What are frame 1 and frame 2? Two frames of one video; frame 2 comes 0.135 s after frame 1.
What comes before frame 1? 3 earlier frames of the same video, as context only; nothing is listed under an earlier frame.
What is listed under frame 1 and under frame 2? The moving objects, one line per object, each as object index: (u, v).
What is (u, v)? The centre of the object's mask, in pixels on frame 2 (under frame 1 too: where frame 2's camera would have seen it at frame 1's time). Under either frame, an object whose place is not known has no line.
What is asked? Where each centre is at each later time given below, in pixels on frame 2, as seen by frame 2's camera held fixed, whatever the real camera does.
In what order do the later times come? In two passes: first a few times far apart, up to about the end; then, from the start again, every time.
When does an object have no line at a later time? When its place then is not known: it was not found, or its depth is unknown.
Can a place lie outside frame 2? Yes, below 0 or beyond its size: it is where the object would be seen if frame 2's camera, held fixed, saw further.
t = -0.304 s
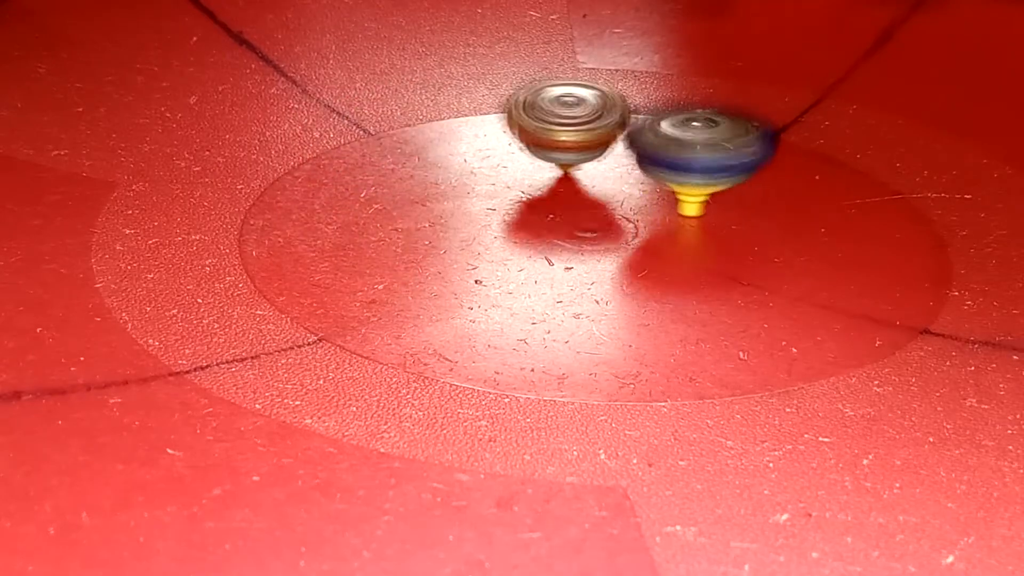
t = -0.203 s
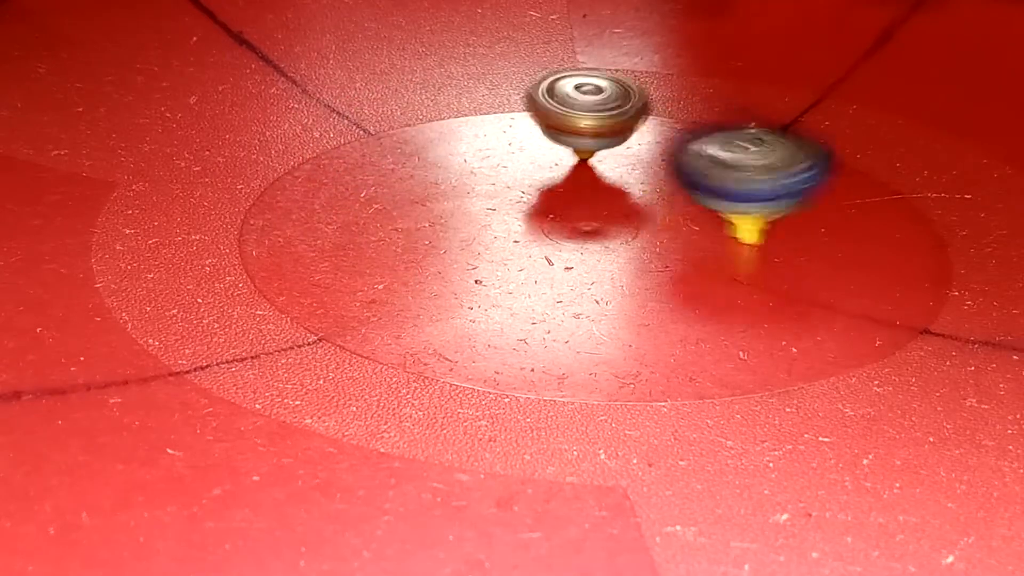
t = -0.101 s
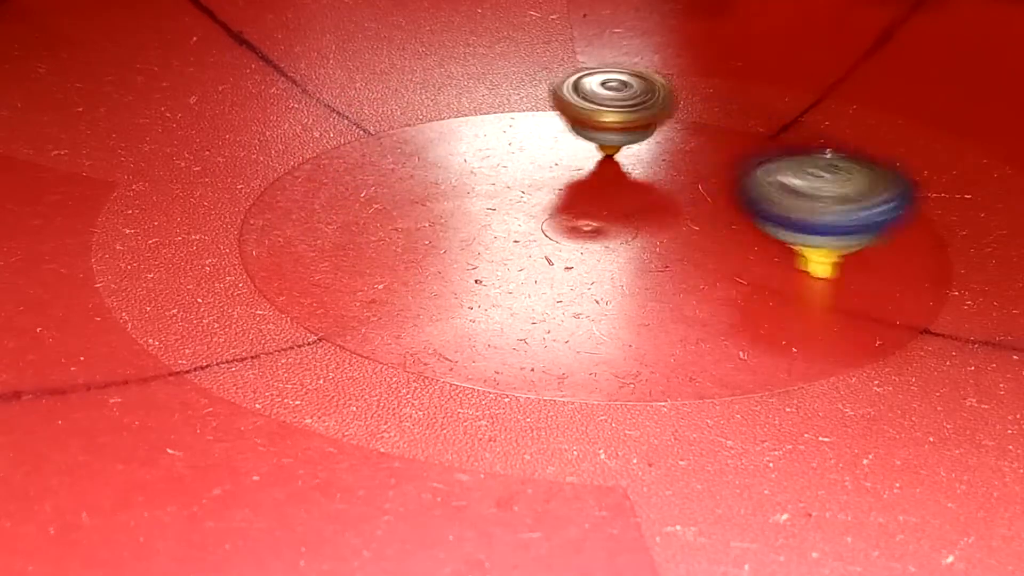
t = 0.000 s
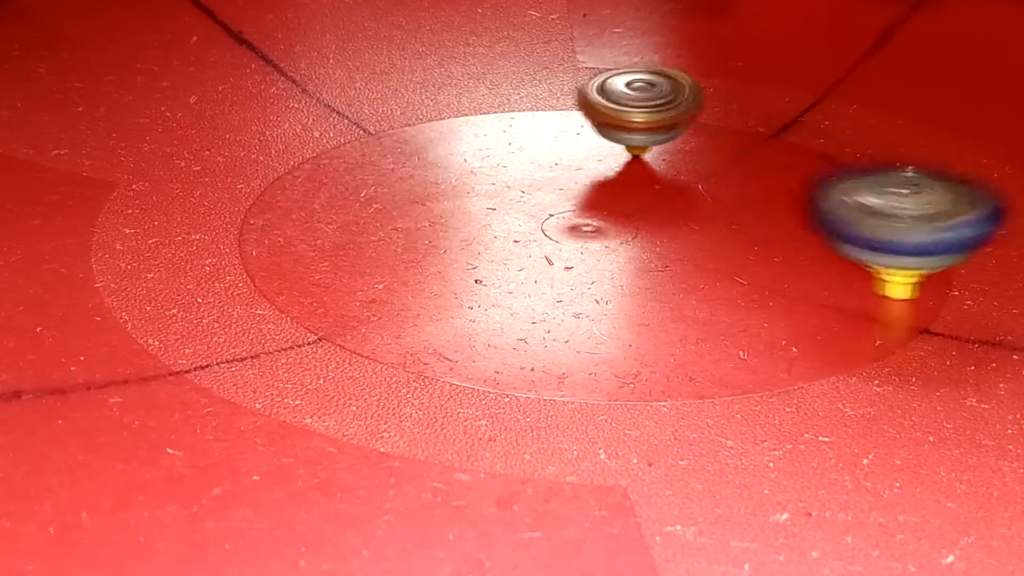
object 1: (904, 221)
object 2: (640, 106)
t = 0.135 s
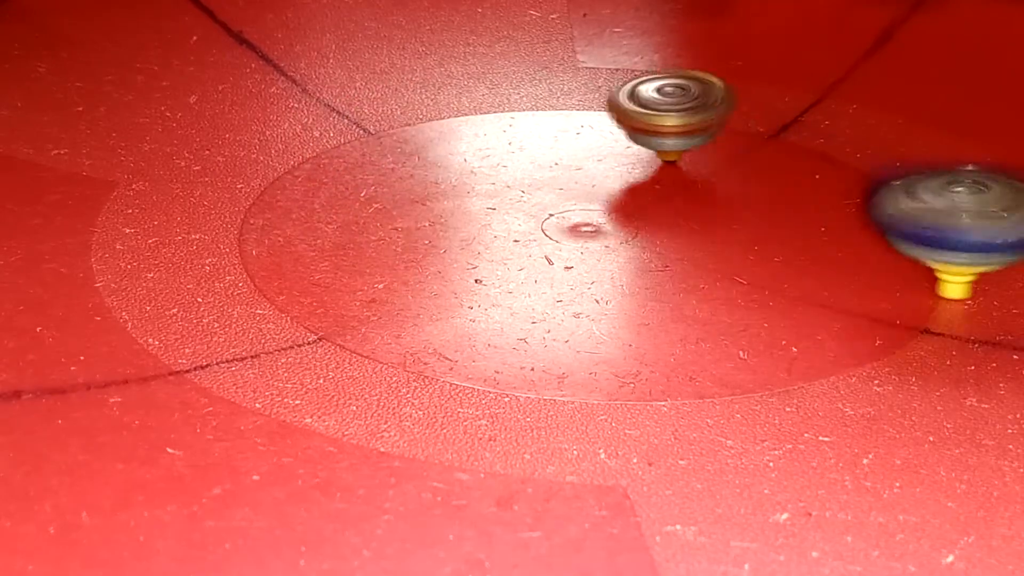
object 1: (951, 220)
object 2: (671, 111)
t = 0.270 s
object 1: (948, 213)
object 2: (700, 121)
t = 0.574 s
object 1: (796, 218)
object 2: (711, 139)
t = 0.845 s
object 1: (827, 368)
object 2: (658, 95)
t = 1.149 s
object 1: (808, 315)
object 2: (639, 72)
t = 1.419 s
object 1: (504, 196)
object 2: (626, 76)
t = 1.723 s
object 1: (268, 94)
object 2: (595, 106)
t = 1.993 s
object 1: (172, 85)
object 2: (522, 129)
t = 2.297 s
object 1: (272, 127)
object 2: (549, 128)
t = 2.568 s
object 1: (290, 151)
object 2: (623, 130)
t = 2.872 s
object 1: (502, 155)
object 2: (664, 156)
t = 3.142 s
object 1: (483, 106)
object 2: (709, 195)
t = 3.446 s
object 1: (440, 91)
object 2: (631, 222)
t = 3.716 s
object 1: (448, 106)
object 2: (535, 200)
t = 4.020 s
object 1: (540, 96)
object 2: (494, 183)
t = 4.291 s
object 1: (577, 69)
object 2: (491, 171)
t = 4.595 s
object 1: (597, 84)
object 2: (517, 164)
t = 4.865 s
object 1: (668, 125)
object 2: (546, 164)
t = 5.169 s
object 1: (788, 162)
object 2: (585, 178)
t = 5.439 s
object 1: (868, 172)
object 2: (611, 173)
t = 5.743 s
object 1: (818, 180)
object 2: (578, 163)
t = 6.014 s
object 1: (718, 188)
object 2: (559, 157)
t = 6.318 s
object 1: (728, 228)
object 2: (552, 130)
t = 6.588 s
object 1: (695, 238)
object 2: (590, 125)
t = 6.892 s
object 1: (618, 221)
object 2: (604, 141)
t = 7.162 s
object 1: (544, 201)
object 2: (585, 132)
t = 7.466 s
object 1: (420, 196)
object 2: (632, 123)
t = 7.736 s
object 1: (360, 190)
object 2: (666, 140)
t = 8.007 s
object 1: (386, 181)
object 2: (624, 157)
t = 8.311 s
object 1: (473, 169)
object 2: (579, 137)
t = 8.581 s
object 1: (561, 186)
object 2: (611, 114)
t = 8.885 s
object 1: (655, 213)
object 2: (620, 136)
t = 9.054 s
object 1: (699, 216)
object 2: (596, 145)
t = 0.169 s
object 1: (953, 219)
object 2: (679, 113)
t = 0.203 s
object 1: (954, 218)
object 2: (686, 115)
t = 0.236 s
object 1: (953, 215)
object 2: (692, 118)
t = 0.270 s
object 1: (948, 213)
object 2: (700, 121)
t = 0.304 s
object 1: (941, 211)
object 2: (705, 124)
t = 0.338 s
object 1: (930, 208)
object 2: (709, 127)
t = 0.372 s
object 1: (914, 206)
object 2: (713, 131)
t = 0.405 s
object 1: (898, 204)
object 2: (716, 134)
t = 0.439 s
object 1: (876, 202)
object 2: (718, 138)
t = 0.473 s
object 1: (855, 200)
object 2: (720, 142)
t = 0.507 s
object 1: (829, 200)
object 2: (719, 144)
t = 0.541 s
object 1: (807, 200)
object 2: (716, 145)
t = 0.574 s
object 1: (796, 218)
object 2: (711, 139)
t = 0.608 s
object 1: (788, 237)
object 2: (702, 130)
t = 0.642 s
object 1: (780, 258)
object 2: (694, 123)
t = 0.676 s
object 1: (778, 278)
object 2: (687, 117)
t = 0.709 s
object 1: (778, 298)
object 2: (680, 112)
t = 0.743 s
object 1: (780, 318)
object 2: (673, 108)
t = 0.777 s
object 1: (789, 337)
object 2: (668, 104)
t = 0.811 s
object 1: (804, 353)
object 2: (662, 99)
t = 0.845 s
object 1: (827, 368)
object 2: (658, 95)
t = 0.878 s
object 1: (852, 377)
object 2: (654, 91)
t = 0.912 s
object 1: (872, 381)
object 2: (652, 88)
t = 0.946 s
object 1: (882, 380)
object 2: (649, 85)
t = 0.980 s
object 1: (887, 374)
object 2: (647, 82)
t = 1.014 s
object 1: (886, 368)
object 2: (646, 80)
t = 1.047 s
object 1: (877, 357)
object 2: (643, 78)
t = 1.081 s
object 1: (862, 344)
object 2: (641, 76)
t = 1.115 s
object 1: (840, 331)
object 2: (640, 74)
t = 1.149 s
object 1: (808, 315)
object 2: (639, 72)
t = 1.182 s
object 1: (774, 301)
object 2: (638, 71)
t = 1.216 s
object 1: (734, 283)
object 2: (637, 70)
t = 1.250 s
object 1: (694, 269)
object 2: (634, 70)
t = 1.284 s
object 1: (655, 253)
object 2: (632, 70)
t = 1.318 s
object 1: (611, 237)
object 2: (631, 71)
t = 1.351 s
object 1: (577, 223)
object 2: (629, 72)
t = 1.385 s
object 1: (540, 209)
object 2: (628, 74)
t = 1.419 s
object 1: (504, 196)
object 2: (626, 76)
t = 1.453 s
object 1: (469, 184)
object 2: (624, 79)
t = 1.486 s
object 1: (440, 174)
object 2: (622, 83)
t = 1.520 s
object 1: (415, 163)
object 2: (619, 87)
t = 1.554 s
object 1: (387, 150)
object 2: (616, 90)
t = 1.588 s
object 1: (363, 138)
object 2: (612, 94)
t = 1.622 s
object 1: (338, 128)
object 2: (608, 98)
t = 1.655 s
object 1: (314, 115)
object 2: (604, 101)
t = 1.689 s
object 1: (292, 105)
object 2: (600, 103)
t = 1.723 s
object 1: (268, 94)
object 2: (595, 106)
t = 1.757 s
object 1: (243, 84)
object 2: (587, 109)
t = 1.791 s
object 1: (220, 76)
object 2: (580, 113)
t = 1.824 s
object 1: (200, 71)
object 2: (572, 116)
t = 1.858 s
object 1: (182, 68)
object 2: (562, 119)
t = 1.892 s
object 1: (170, 69)
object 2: (553, 122)
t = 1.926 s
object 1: (164, 73)
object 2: (544, 123)
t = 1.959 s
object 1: (164, 77)
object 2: (532, 126)
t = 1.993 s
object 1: (172, 85)
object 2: (522, 129)
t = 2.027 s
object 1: (185, 93)
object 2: (510, 129)
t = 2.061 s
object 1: (204, 101)
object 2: (497, 131)
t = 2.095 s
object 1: (231, 112)
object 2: (486, 132)
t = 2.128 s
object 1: (264, 119)
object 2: (473, 133)
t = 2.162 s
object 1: (300, 124)
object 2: (463, 132)
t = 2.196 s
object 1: (311, 129)
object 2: (475, 129)
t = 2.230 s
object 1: (296, 127)
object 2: (510, 129)
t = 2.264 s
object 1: (285, 127)
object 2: (534, 129)
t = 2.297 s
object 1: (272, 127)
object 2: (549, 128)
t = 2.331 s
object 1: (265, 128)
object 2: (562, 128)
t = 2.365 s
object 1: (260, 131)
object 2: (571, 128)
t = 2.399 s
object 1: (258, 133)
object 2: (581, 127)
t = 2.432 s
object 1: (259, 134)
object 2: (591, 127)
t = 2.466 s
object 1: (260, 135)
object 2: (598, 128)
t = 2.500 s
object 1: (267, 141)
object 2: (608, 129)
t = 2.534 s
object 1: (277, 146)
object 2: (616, 129)
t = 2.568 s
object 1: (290, 151)
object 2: (623, 130)
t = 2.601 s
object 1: (304, 153)
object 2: (630, 132)
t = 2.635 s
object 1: (324, 156)
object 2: (638, 134)
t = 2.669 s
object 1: (346, 159)
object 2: (645, 135)
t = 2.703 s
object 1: (373, 161)
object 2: (650, 139)
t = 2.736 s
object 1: (398, 160)
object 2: (655, 140)
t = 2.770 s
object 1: (423, 159)
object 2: (657, 144)
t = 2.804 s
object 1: (450, 159)
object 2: (660, 148)
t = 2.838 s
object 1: (474, 158)
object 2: (663, 152)
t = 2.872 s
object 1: (502, 155)
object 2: (664, 156)
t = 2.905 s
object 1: (517, 151)
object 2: (670, 161)
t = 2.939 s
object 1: (517, 145)
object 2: (687, 164)
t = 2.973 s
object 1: (514, 138)
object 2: (698, 169)
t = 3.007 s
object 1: (509, 132)
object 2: (704, 174)
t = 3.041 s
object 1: (506, 125)
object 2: (707, 178)
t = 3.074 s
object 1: (498, 118)
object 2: (711, 184)
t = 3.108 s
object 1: (490, 111)
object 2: (711, 190)
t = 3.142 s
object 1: (483, 106)
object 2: (709, 195)
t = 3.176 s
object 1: (475, 103)
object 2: (707, 199)
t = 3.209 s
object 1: (469, 100)
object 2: (701, 204)
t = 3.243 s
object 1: (464, 97)
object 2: (696, 208)
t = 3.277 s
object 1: (456, 95)
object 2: (687, 213)
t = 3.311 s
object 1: (452, 94)
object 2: (678, 216)
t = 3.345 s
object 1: (446, 92)
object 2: (669, 218)
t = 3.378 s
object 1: (444, 91)
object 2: (656, 220)
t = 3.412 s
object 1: (440, 92)
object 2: (646, 221)
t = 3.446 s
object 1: (440, 91)
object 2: (631, 222)
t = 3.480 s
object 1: (436, 92)
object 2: (616, 222)
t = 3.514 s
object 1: (436, 93)
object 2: (605, 221)
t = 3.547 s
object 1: (437, 93)
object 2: (590, 218)
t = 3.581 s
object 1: (438, 95)
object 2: (579, 215)
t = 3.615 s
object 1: (439, 98)
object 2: (567, 213)
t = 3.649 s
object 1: (441, 101)
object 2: (554, 209)
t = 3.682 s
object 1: (445, 102)
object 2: (546, 205)
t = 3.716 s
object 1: (448, 106)
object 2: (535, 200)
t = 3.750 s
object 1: (455, 109)
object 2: (529, 196)
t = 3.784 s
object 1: (463, 110)
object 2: (520, 191)
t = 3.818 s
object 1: (471, 110)
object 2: (515, 185)
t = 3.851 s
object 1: (484, 111)
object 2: (512, 183)
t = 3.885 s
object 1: (494, 108)
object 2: (507, 185)
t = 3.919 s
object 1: (507, 106)
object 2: (502, 184)
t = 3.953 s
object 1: (520, 103)
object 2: (499, 184)
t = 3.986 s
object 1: (531, 100)
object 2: (497, 183)
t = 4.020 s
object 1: (540, 96)
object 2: (494, 183)
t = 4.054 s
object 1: (548, 92)
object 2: (493, 181)
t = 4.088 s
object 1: (555, 89)
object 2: (490, 180)
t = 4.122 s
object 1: (562, 85)
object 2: (492, 179)
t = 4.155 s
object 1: (567, 81)
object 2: (489, 178)
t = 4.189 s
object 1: (571, 77)
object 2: (491, 176)
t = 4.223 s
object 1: (574, 73)
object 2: (490, 175)
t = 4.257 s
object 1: (576, 73)
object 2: (491, 174)
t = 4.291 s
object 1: (577, 69)
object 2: (491, 171)
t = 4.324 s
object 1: (580, 68)
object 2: (494, 170)
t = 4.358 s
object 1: (582, 67)
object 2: (494, 169)
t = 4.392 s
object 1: (583, 68)
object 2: (498, 168)
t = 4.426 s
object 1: (584, 70)
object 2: (499, 167)
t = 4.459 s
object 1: (585, 70)
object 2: (504, 166)
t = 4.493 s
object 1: (587, 72)
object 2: (505, 165)
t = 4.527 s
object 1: (587, 77)
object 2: (509, 165)
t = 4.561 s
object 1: (593, 80)
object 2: (511, 164)
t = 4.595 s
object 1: (597, 84)
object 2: (517, 164)
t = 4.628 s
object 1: (601, 88)
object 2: (519, 164)
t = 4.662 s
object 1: (607, 92)
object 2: (525, 164)
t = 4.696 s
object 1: (614, 97)
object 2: (528, 164)
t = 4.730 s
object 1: (624, 103)
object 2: (533, 164)
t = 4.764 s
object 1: (633, 107)
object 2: (535, 165)
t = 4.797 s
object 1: (645, 113)
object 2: (540, 164)
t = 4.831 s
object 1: (656, 119)
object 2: (544, 164)
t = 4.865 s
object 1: (668, 125)
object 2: (546, 164)
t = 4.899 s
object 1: (680, 129)
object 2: (549, 166)
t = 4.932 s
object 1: (695, 134)
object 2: (553, 167)
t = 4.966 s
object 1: (707, 138)
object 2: (555, 169)
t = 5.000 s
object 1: (719, 143)
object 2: (559, 170)
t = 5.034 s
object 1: (734, 147)
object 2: (564, 172)
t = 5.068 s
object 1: (746, 151)
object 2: (567, 173)
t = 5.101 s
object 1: (762, 155)
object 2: (573, 175)
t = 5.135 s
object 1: (774, 157)
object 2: (578, 177)
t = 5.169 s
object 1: (788, 162)
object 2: (585, 178)
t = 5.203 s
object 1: (804, 166)
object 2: (591, 178)
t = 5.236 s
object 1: (819, 168)
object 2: (597, 178)
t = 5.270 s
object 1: (832, 170)
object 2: (600, 178)
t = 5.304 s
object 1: (843, 171)
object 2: (605, 178)
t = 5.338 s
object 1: (853, 172)
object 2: (608, 176)
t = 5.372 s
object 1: (857, 171)
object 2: (610, 176)
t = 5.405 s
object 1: (863, 172)
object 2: (609, 174)
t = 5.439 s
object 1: (868, 172)
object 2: (611, 173)
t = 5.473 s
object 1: (868, 173)
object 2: (609, 171)
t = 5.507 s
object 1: (868, 173)
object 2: (608, 169)
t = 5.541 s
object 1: (866, 177)
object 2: (603, 167)
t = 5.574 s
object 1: (861, 177)
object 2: (599, 166)
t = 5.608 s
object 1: (855, 176)
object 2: (592, 165)
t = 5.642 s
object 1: (849, 174)
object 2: (589, 164)
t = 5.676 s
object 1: (842, 174)
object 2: (582, 164)
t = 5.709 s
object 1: (831, 178)
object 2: (580, 164)
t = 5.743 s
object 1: (818, 180)
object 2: (578, 163)
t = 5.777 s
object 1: (807, 176)
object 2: (578, 162)
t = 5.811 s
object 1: (793, 180)
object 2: (574, 162)
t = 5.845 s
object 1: (782, 179)
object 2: (572, 162)
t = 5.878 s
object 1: (764, 181)
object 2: (570, 162)
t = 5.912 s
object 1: (745, 181)
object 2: (571, 161)
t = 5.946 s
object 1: (728, 180)
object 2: (571, 162)
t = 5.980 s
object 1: (718, 185)
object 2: (567, 159)
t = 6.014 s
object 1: (718, 188)
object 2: (559, 157)
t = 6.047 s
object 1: (718, 197)
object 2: (556, 155)
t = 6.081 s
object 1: (719, 202)
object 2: (552, 151)
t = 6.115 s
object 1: (724, 206)
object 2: (548, 148)
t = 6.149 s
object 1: (725, 211)
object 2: (546, 144)
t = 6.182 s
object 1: (726, 214)
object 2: (545, 142)
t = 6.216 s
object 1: (727, 217)
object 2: (547, 138)
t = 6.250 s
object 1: (729, 223)
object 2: (546, 135)
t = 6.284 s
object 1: (726, 227)
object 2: (549, 133)
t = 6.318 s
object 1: (728, 228)
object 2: (552, 130)
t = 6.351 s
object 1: (726, 231)
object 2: (556, 129)
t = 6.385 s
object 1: (726, 235)
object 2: (561, 127)
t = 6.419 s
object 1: (724, 233)
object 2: (566, 125)
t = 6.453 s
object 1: (719, 237)
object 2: (571, 125)
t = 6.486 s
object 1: (715, 237)
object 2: (575, 124)
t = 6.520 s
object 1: (709, 237)
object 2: (582, 124)
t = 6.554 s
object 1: (703, 238)
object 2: (586, 124)
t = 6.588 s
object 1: (695, 238)
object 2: (590, 125)
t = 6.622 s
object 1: (690, 239)
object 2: (593, 126)
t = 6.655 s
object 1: (679, 234)
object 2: (598, 127)
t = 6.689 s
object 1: (670, 237)
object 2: (601, 129)
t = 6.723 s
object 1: (665, 235)
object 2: (603, 131)
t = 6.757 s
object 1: (654, 229)
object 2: (605, 133)
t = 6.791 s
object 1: (644, 230)
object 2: (605, 137)
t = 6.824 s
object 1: (637, 227)
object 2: (607, 137)
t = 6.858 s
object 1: (628, 221)
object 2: (604, 138)
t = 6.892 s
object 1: (618, 221)
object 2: (604, 141)
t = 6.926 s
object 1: (611, 216)
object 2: (599, 139)
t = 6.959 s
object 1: (605, 212)
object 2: (598, 138)
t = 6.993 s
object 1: (594, 208)
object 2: (592, 139)
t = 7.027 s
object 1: (589, 203)
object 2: (588, 138)
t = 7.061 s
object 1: (584, 199)
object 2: (583, 136)
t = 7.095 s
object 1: (571, 198)
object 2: (581, 136)
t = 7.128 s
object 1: (555, 199)
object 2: (582, 135)
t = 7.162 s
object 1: (544, 201)
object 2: (585, 132)
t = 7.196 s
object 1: (530, 200)
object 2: (588, 130)
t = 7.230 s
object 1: (512, 199)
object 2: (587, 129)
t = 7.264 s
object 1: (498, 199)
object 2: (592, 129)
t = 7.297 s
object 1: (485, 199)
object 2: (598, 128)
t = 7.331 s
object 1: (474, 200)
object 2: (601, 124)
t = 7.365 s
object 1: (459, 197)
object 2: (608, 122)
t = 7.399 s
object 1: (446, 196)
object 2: (617, 121)
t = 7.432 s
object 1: (435, 195)
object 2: (625, 121)
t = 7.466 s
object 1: (420, 196)
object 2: (632, 123)
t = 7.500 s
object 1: (403, 194)
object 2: (638, 122)
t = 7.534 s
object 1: (391, 195)
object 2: (647, 123)
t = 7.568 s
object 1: (385, 194)
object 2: (651, 125)
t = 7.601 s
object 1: (375, 194)
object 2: (656, 127)
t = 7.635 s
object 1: (369, 195)
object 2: (661, 130)
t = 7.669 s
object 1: (364, 192)
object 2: (664, 132)
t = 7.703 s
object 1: (361, 193)
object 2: (667, 136)
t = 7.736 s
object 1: (360, 190)
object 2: (666, 140)
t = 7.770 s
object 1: (356, 192)
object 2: (665, 144)
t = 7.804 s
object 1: (357, 189)
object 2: (664, 146)
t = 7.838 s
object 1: (361, 188)
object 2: (658, 149)
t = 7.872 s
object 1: (364, 188)
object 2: (652, 153)
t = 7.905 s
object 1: (365, 186)
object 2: (649, 153)
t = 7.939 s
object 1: (372, 185)
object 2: (639, 155)
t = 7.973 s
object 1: (379, 184)
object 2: (633, 156)
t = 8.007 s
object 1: (386, 181)
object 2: (624, 157)
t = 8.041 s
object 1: (393, 181)
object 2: (617, 156)
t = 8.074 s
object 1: (402, 177)
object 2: (612, 156)
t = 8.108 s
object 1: (411, 176)
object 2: (605, 154)
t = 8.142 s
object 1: (418, 171)
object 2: (597, 152)
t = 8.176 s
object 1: (421, 169)
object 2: (590, 149)
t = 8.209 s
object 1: (432, 171)
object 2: (585, 147)
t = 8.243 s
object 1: (450, 171)
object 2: (584, 144)
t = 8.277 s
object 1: (467, 171)
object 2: (581, 140)
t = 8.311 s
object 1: (473, 169)
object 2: (579, 137)
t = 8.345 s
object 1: (486, 169)
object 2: (585, 132)
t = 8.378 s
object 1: (499, 170)
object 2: (588, 125)
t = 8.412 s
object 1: (509, 173)
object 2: (592, 123)
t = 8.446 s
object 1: (513, 173)
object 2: (597, 122)
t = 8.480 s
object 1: (524, 175)
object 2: (598, 117)
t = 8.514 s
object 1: (541, 179)
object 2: (602, 116)
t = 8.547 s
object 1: (552, 184)
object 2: (607, 118)
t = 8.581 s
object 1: (561, 186)
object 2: (611, 114)
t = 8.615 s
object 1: (571, 187)
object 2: (615, 115)
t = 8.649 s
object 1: (583, 190)
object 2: (619, 115)
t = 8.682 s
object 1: (589, 195)
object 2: (621, 119)
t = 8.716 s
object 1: (598, 198)
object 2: (625, 120)
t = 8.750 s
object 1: (610, 202)
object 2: (624, 122)
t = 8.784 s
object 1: (627, 205)
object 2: (625, 127)
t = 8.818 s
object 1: (635, 207)
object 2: (627, 128)
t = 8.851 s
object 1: (643, 211)
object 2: (622, 131)
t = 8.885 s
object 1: (655, 213)
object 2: (620, 136)
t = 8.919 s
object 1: (670, 214)
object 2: (619, 137)
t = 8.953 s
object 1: (677, 214)
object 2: (613, 139)
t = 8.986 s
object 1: (684, 215)
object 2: (608, 144)
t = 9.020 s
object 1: (692, 218)
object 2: (603, 144)
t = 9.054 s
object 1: (699, 216)
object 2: (596, 145)
